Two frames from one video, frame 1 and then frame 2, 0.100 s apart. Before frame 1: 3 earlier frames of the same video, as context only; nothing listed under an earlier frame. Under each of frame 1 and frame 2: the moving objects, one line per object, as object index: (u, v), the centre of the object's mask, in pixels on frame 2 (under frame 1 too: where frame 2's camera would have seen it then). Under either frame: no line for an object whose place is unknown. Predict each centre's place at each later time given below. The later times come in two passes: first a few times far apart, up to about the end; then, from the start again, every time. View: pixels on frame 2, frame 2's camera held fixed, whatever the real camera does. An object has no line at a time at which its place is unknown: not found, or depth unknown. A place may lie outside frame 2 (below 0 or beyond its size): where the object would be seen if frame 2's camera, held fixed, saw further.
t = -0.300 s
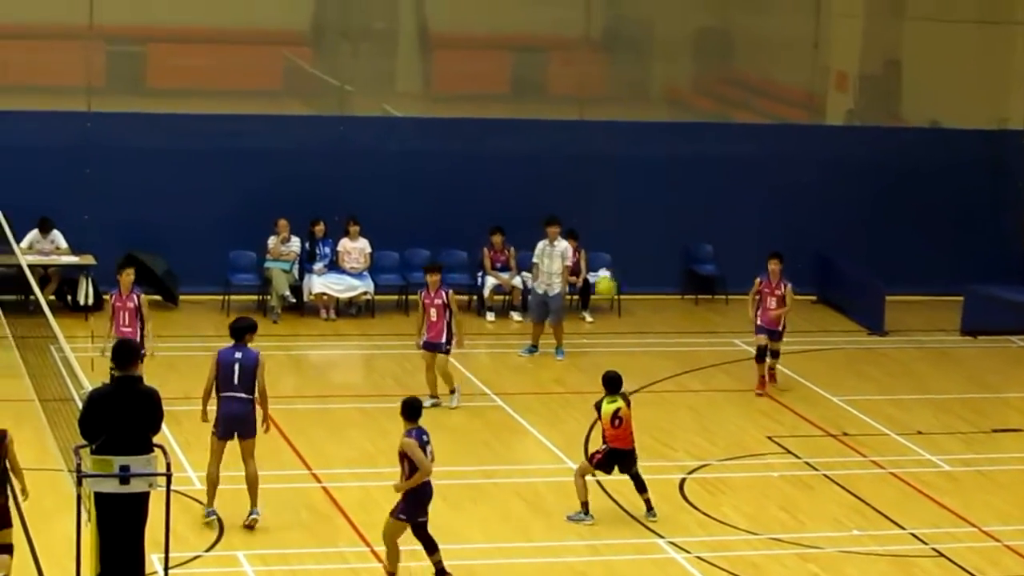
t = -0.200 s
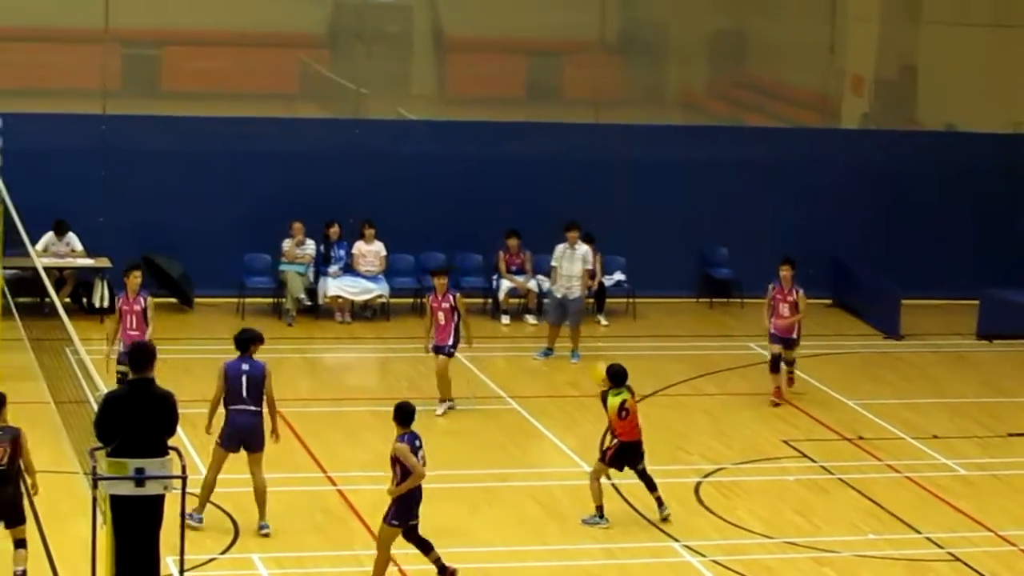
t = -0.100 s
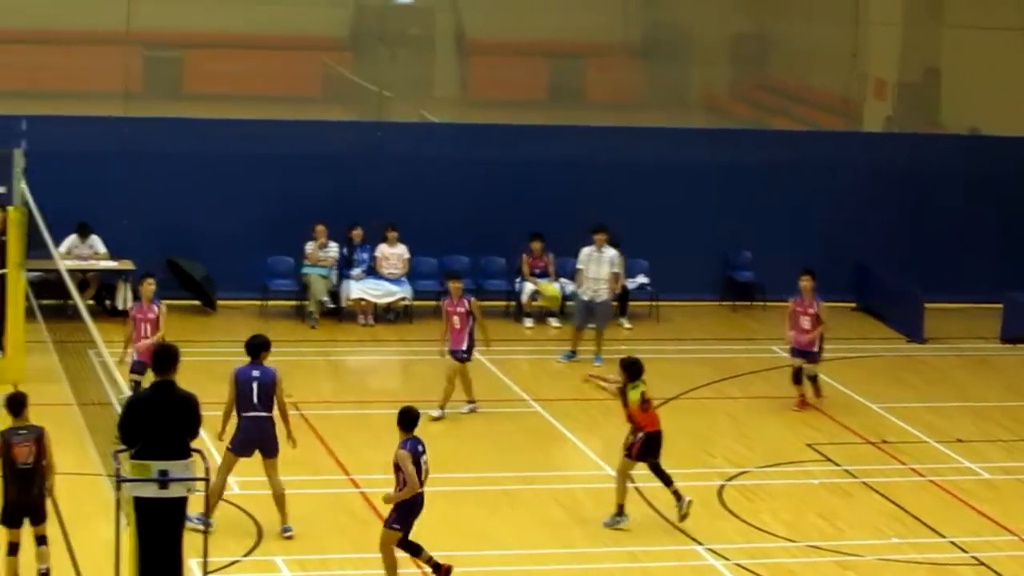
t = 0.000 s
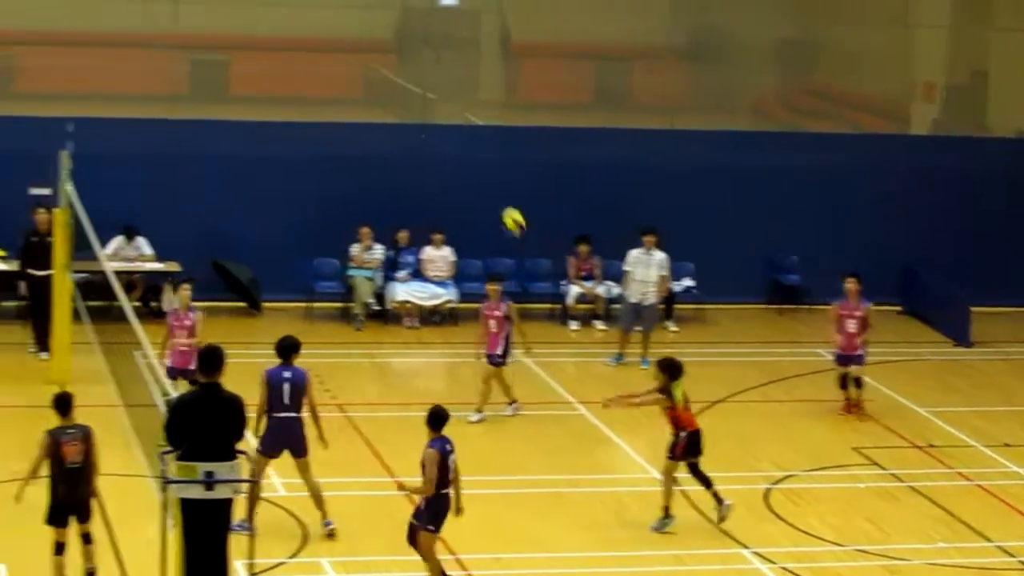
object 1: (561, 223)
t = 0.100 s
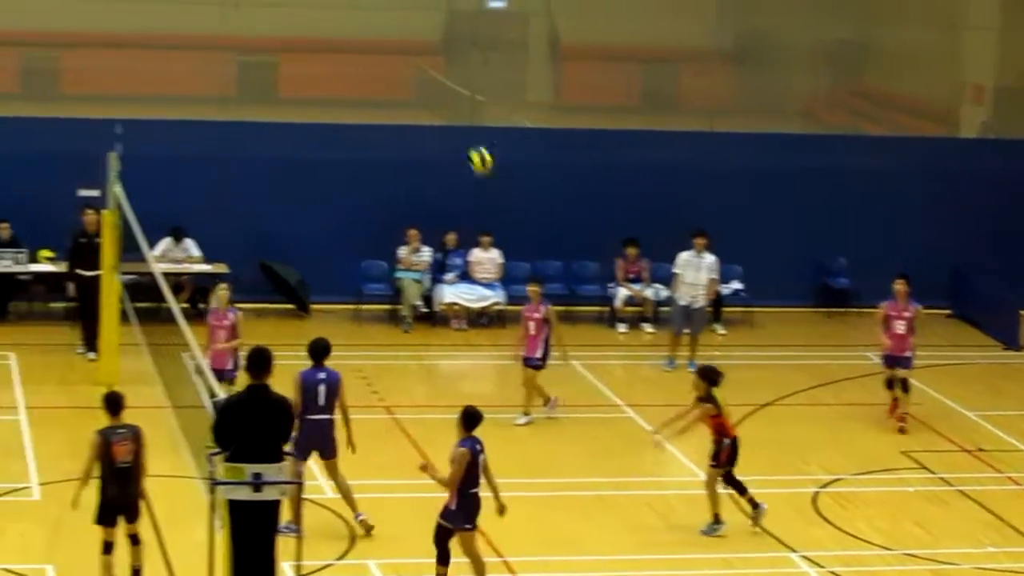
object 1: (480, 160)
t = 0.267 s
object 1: (346, 75)
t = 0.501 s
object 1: (158, 8)
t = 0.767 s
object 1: (-57, -2)
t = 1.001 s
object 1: (-244, 52)
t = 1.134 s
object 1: (-352, 113)
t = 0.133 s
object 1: (454, 141)
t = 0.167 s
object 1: (428, 123)
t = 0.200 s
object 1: (400, 104)
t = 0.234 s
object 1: (373, 89)
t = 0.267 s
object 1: (346, 75)
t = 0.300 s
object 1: (319, 62)
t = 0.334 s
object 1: (292, 51)
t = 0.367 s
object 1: (266, 41)
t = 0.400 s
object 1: (239, 31)
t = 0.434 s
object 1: (213, 22)
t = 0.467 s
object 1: (184, 14)
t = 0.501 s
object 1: (158, 8)
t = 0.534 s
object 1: (131, 3)
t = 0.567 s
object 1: (103, -1)
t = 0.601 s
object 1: (76, -4)
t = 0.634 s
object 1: (50, -5)
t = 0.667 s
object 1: (24, -6)
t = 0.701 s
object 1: (-5, -7)
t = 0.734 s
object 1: (-31, -5)
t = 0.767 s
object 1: (-57, -2)
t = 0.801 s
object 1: (-83, 3)
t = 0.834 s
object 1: (-111, 8)
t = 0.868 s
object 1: (-138, 15)
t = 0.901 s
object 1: (-162, 23)
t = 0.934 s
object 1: (-190, 31)
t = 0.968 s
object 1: (-217, 41)
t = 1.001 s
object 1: (-244, 52)
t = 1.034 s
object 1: (-271, 65)
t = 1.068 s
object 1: (-298, 79)
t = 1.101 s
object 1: (-326, 96)
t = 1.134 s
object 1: (-352, 113)
